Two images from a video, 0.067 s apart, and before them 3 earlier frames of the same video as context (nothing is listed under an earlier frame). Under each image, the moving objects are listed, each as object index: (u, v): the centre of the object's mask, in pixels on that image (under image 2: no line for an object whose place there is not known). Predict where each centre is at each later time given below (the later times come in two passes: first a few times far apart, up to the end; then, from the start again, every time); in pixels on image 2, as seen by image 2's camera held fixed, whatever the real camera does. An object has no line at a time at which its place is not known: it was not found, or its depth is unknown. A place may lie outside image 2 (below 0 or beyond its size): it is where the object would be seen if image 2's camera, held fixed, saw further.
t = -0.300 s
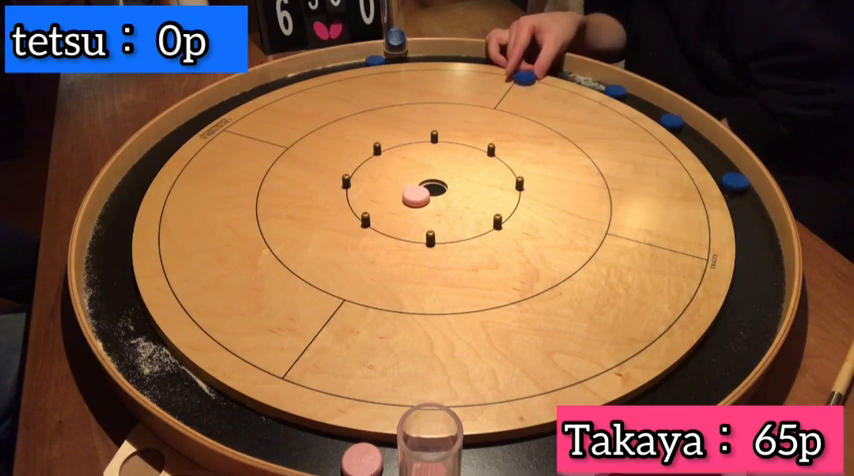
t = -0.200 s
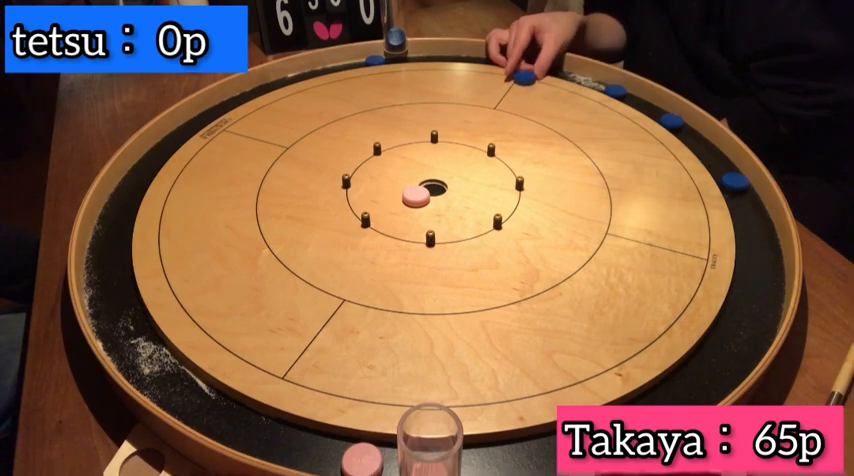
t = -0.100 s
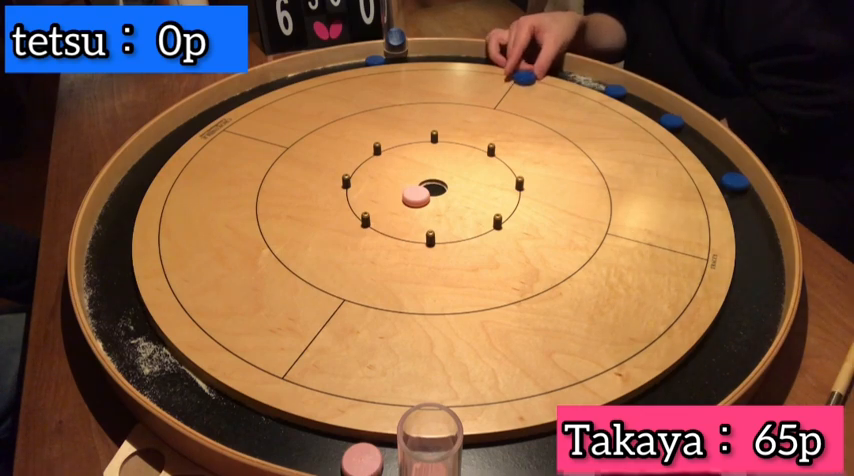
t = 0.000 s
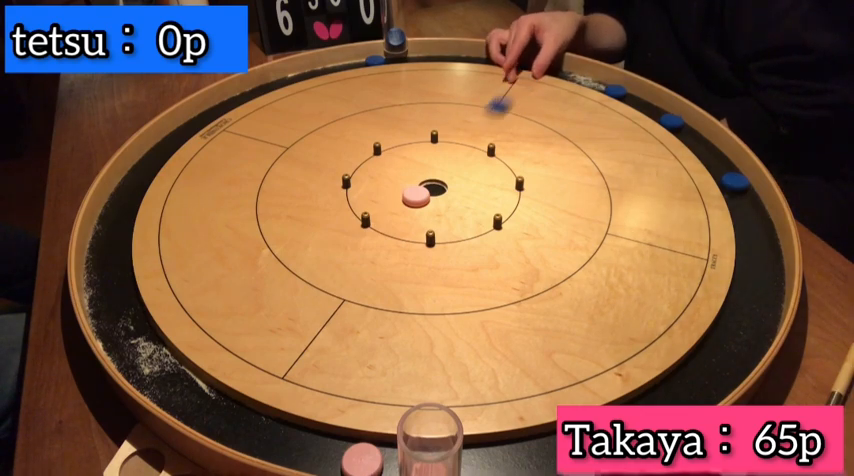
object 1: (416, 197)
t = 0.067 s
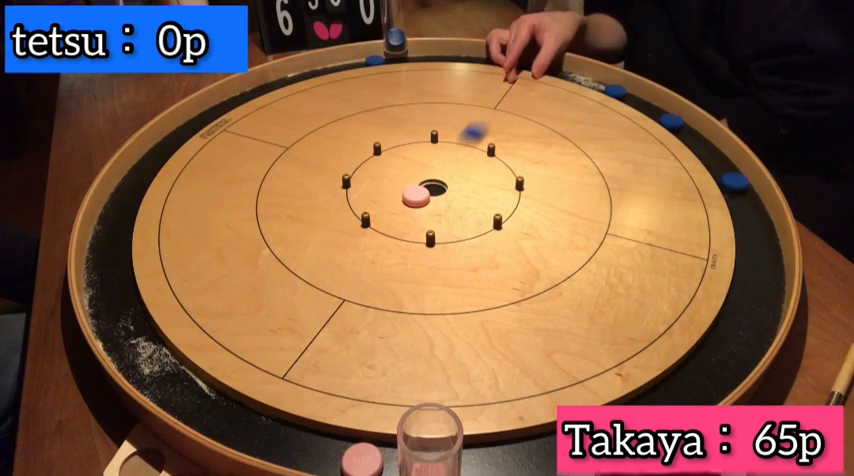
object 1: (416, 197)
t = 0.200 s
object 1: (410, 204)
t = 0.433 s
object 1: (329, 317)
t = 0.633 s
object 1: (261, 413)
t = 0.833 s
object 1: (257, 434)
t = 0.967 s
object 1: (254, 440)
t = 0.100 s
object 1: (416, 196)
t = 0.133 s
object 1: (416, 196)
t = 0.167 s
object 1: (415, 196)
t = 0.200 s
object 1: (410, 204)
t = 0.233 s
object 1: (400, 220)
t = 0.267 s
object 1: (388, 236)
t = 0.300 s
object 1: (376, 252)
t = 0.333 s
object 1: (365, 268)
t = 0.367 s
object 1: (354, 284)
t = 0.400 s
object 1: (341, 300)
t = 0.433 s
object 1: (329, 317)
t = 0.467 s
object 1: (318, 334)
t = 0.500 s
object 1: (306, 350)
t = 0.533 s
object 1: (294, 366)
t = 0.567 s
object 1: (284, 379)
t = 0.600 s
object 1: (272, 397)
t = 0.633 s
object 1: (261, 413)
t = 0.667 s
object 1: (254, 428)
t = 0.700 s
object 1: (248, 439)
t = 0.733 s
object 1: (253, 436)
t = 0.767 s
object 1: (258, 430)
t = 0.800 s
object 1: (259, 430)
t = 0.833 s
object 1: (257, 434)
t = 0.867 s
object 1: (255, 437)
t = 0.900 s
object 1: (254, 439)
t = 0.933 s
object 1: (254, 439)
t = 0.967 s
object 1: (254, 440)
